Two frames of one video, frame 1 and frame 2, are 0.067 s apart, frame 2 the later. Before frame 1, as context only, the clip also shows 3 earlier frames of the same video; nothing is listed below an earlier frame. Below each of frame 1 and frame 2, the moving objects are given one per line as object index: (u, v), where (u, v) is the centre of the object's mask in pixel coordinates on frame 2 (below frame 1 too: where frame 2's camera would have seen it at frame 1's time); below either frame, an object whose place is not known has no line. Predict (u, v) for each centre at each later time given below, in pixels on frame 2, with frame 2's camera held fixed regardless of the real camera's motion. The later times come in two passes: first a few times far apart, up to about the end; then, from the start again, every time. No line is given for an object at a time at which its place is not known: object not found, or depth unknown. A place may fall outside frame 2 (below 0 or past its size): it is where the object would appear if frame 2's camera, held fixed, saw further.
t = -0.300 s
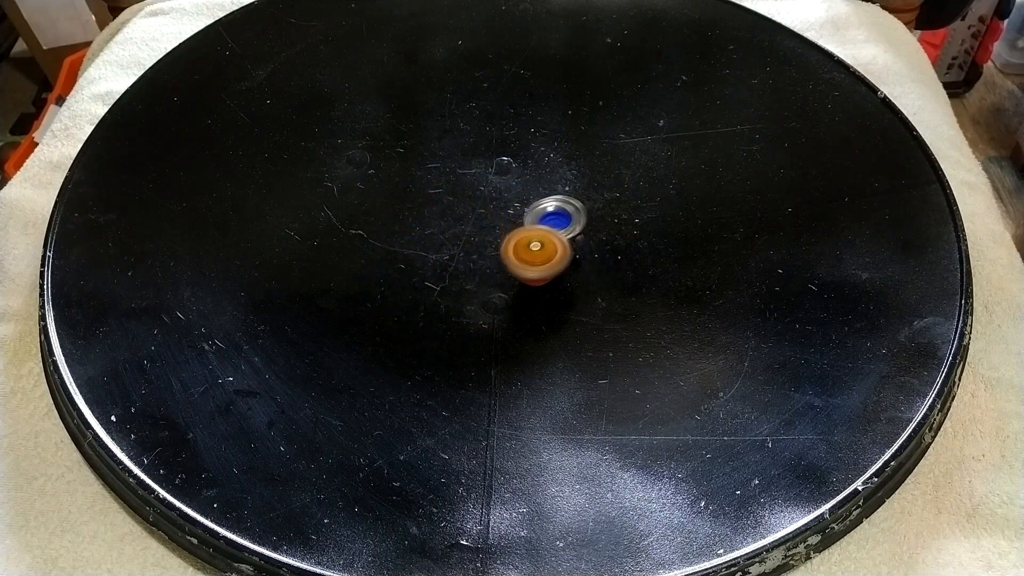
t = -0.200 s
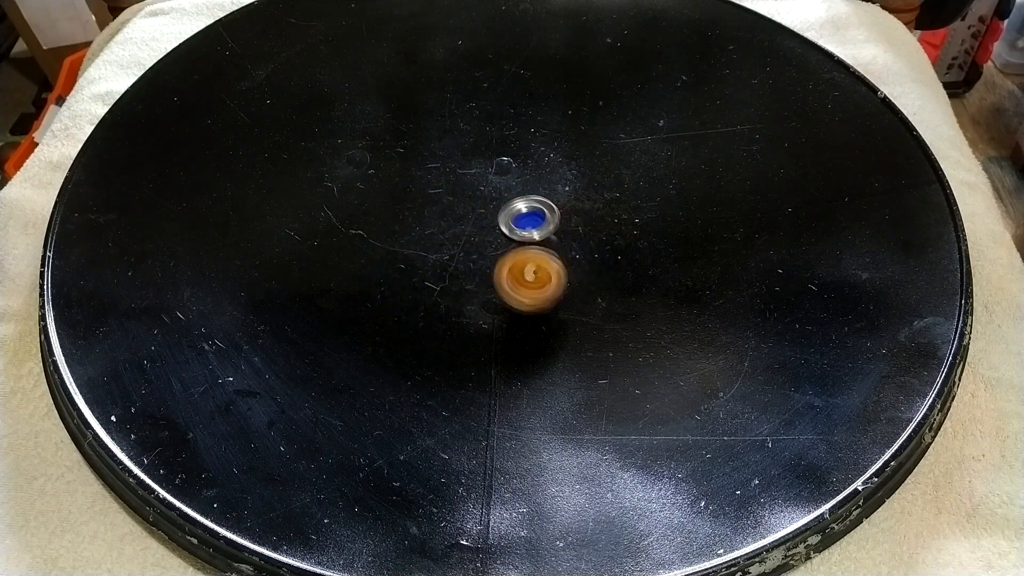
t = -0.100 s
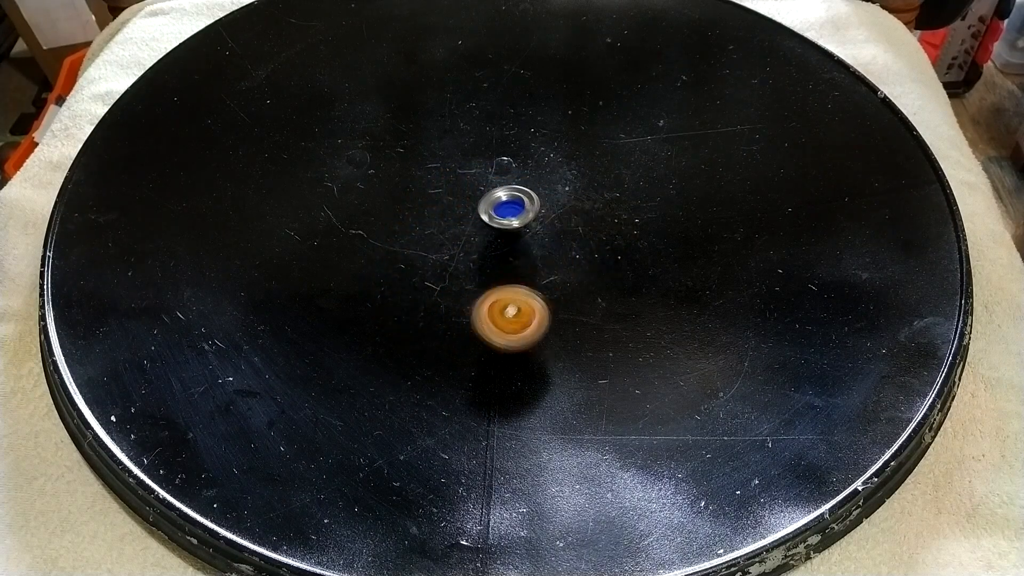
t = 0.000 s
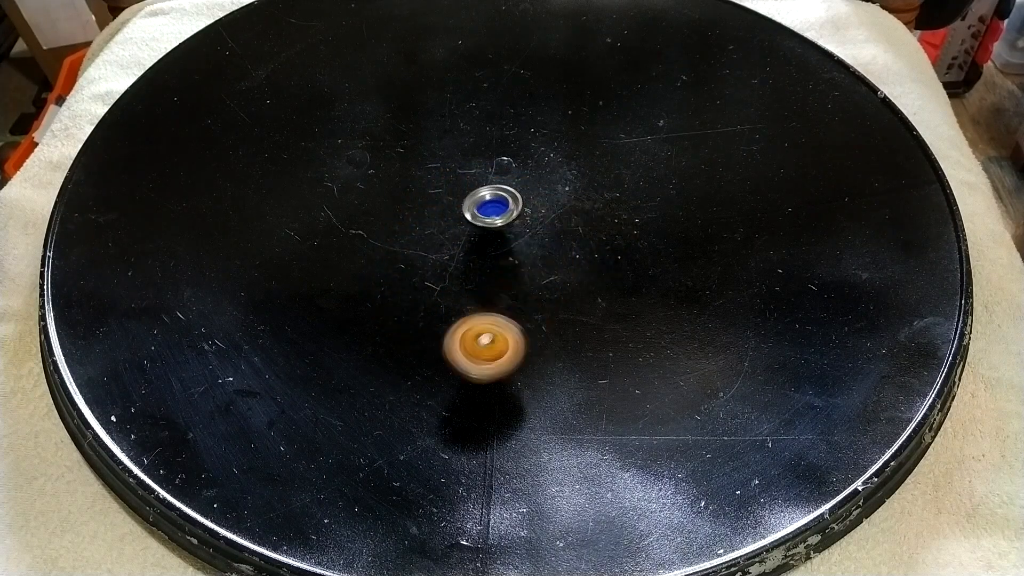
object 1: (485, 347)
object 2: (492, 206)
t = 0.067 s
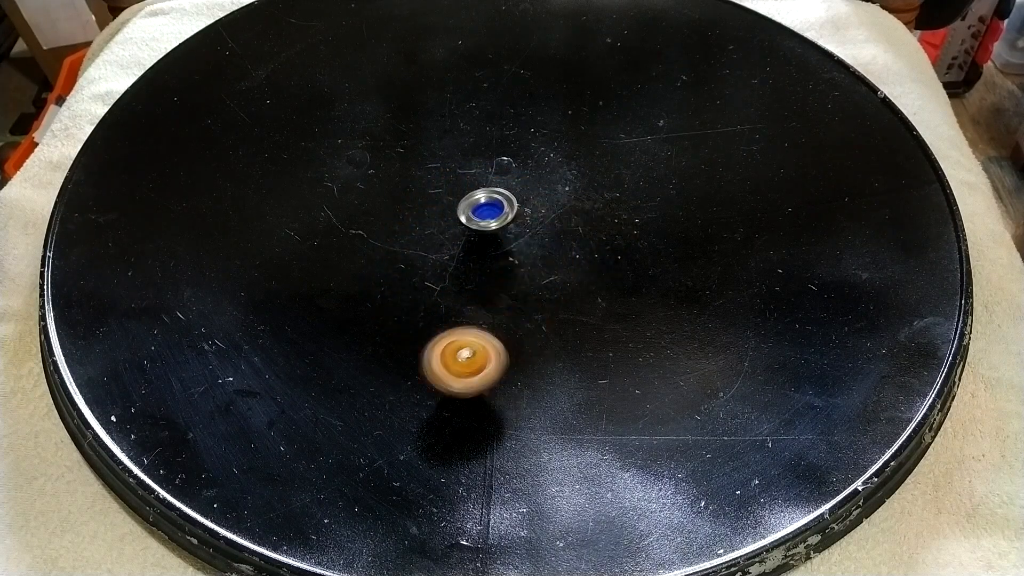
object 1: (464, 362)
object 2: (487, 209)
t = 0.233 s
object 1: (415, 377)
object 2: (480, 220)
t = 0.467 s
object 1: (379, 343)
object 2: (461, 248)
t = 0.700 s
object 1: (385, 284)
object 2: (453, 279)
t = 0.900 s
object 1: (404, 236)
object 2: (491, 293)
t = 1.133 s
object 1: (451, 190)
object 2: (514, 284)
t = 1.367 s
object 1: (505, 164)
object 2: (497, 274)
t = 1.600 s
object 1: (547, 162)
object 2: (490, 269)
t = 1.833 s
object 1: (574, 183)
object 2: (491, 267)
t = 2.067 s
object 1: (571, 226)
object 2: (492, 269)
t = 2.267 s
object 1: (547, 262)
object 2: (486, 273)
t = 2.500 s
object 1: (520, 297)
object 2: (468, 271)
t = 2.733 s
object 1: (473, 303)
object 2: (466, 258)
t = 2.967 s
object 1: (429, 300)
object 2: (477, 235)
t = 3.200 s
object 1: (398, 286)
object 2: (484, 221)
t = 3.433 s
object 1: (402, 255)
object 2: (484, 231)
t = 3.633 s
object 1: (425, 227)
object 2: (483, 243)
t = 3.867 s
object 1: (456, 197)
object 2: (478, 244)
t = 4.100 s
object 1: (490, 164)
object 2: (503, 245)
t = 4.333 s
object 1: (520, 150)
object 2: (541, 242)
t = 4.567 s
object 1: (537, 167)
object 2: (573, 222)
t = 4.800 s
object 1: (525, 180)
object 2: (567, 221)
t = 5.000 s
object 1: (499, 199)
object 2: (548, 231)
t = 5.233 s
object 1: (422, 219)
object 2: (547, 244)
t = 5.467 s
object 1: (357, 240)
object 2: (529, 244)
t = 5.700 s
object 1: (334, 267)
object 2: (519, 237)
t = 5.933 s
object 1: (361, 285)
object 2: (523, 233)
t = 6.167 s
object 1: (429, 282)
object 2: (537, 235)
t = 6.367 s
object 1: (491, 266)
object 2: (545, 235)
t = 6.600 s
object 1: (454, 322)
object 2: (582, 185)
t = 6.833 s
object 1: (442, 333)
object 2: (542, 182)
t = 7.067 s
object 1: (446, 309)
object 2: (489, 176)
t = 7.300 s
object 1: (456, 262)
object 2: (466, 202)
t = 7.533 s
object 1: (452, 238)
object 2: (486, 201)
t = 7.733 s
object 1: (446, 228)
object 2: (496, 211)
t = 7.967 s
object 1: (438, 223)
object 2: (500, 224)
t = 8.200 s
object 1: (420, 223)
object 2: (511, 234)
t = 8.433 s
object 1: (400, 227)
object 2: (514, 235)
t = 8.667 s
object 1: (410, 236)
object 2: (502, 226)
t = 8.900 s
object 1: (447, 242)
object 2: (511, 226)
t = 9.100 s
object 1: (467, 245)
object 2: (531, 228)
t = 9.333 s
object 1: (488, 243)
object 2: (540, 225)
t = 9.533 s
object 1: (481, 250)
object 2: (548, 219)
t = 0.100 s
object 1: (454, 367)
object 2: (485, 212)
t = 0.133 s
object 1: (444, 372)
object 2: (482, 215)
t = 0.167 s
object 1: (434, 375)
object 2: (480, 217)
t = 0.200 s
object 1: (424, 377)
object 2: (480, 219)
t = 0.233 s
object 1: (415, 377)
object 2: (480, 220)
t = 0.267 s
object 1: (406, 376)
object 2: (481, 224)
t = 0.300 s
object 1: (398, 373)
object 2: (480, 226)
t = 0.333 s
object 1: (391, 369)
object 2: (479, 231)
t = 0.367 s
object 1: (386, 364)
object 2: (475, 234)
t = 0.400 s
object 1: (382, 358)
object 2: (471, 239)
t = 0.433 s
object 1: (379, 351)
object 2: (466, 243)
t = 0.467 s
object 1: (379, 343)
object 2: (461, 248)
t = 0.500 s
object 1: (379, 334)
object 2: (455, 252)
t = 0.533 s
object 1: (381, 325)
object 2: (451, 257)
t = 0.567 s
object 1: (383, 316)
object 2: (446, 263)
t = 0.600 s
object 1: (387, 306)
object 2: (443, 268)
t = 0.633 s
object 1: (390, 296)
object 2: (444, 273)
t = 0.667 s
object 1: (387, 291)
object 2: (448, 276)
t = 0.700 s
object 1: (385, 284)
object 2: (453, 279)
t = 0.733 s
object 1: (386, 276)
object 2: (457, 281)
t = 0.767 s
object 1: (389, 269)
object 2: (464, 284)
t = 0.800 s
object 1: (391, 261)
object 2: (470, 288)
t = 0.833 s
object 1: (395, 253)
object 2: (476, 291)
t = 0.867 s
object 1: (399, 244)
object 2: (484, 292)
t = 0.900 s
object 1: (404, 236)
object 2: (491, 293)
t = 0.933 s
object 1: (409, 229)
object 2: (498, 292)
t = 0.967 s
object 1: (415, 222)
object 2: (503, 291)
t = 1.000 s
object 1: (422, 215)
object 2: (508, 290)
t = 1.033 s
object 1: (428, 208)
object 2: (511, 289)
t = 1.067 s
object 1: (436, 202)
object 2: (513, 287)
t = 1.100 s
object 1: (443, 196)
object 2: (514, 286)
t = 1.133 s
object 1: (451, 190)
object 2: (514, 284)
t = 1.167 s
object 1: (458, 185)
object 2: (512, 283)
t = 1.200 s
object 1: (466, 180)
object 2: (510, 282)
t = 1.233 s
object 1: (474, 176)
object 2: (508, 280)
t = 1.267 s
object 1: (482, 172)
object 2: (505, 279)
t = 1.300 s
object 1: (490, 168)
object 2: (502, 278)
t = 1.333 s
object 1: (498, 166)
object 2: (499, 276)
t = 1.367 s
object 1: (505, 164)
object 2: (497, 274)
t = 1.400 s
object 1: (512, 162)
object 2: (495, 273)
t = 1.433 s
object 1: (518, 161)
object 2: (493, 272)
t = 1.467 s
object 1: (523, 160)
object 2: (492, 272)
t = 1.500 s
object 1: (529, 159)
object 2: (491, 271)
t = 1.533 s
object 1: (535, 160)
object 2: (491, 270)
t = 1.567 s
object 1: (541, 160)
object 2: (490, 270)
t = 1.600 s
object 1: (547, 162)
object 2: (490, 269)
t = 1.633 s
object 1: (552, 163)
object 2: (490, 269)
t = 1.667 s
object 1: (557, 165)
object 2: (490, 268)
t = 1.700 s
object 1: (561, 167)
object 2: (490, 268)
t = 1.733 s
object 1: (565, 171)
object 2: (491, 268)
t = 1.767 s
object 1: (569, 174)
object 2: (491, 267)
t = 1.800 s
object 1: (572, 179)
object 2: (491, 267)
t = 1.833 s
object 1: (574, 183)
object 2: (491, 267)
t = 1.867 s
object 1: (576, 188)
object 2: (491, 267)
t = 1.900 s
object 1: (577, 194)
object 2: (491, 268)
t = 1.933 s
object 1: (578, 200)
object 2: (491, 268)
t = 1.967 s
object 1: (577, 206)
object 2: (492, 268)
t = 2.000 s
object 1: (576, 212)
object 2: (492, 268)
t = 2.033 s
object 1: (574, 219)
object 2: (492, 269)
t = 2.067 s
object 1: (571, 226)
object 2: (492, 269)
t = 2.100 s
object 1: (568, 232)
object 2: (492, 270)
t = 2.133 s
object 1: (564, 238)
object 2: (492, 270)
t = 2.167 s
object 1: (559, 244)
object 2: (491, 271)
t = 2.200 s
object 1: (555, 250)
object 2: (491, 271)
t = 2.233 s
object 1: (549, 257)
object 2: (489, 272)
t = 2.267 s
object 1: (547, 262)
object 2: (486, 273)
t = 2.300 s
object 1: (545, 267)
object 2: (482, 274)
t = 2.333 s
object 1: (542, 273)
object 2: (478, 274)
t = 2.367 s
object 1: (540, 278)
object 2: (476, 274)
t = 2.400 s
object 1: (536, 283)
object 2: (473, 274)
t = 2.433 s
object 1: (532, 288)
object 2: (471, 273)
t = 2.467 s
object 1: (526, 293)
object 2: (469, 272)
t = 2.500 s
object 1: (520, 297)
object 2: (468, 271)
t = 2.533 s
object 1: (514, 300)
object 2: (467, 269)
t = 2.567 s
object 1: (507, 303)
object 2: (466, 267)
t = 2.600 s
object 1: (500, 305)
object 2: (466, 266)
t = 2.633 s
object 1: (493, 305)
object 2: (466, 264)
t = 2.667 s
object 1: (486, 305)
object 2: (466, 262)
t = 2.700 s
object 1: (480, 304)
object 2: (466, 260)
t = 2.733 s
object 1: (473, 303)
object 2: (466, 258)
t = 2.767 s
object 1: (467, 300)
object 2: (467, 256)
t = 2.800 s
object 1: (462, 298)
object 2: (468, 254)
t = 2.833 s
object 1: (457, 294)
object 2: (470, 253)
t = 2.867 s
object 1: (450, 293)
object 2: (472, 251)
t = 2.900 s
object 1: (442, 298)
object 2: (473, 248)
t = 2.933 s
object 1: (436, 300)
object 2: (475, 242)
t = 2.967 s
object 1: (429, 300)
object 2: (477, 235)
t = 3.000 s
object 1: (423, 300)
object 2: (479, 230)
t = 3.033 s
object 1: (417, 299)
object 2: (481, 227)
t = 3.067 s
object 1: (411, 297)
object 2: (482, 224)
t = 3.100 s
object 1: (406, 295)
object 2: (482, 222)
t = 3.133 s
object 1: (403, 292)
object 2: (483, 221)
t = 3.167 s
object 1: (400, 289)
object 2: (484, 221)
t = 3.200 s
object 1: (398, 286)
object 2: (484, 221)
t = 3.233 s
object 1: (396, 283)
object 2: (484, 222)
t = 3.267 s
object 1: (395, 278)
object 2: (484, 223)
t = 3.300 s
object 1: (395, 274)
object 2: (485, 224)
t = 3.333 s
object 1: (396, 270)
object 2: (485, 226)
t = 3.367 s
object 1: (397, 265)
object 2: (485, 227)
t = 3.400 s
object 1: (399, 260)
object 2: (484, 229)
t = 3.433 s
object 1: (402, 255)
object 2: (484, 231)
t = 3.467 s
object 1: (406, 250)
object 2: (484, 233)
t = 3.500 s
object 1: (410, 245)
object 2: (483, 235)
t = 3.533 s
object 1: (415, 240)
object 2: (482, 237)
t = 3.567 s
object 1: (419, 236)
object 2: (482, 239)
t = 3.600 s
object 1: (423, 231)
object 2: (482, 241)
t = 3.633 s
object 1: (425, 227)
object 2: (483, 243)
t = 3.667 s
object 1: (428, 222)
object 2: (483, 244)
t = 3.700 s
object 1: (433, 217)
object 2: (484, 245)
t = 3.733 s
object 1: (437, 212)
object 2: (483, 246)
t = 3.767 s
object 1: (442, 208)
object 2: (483, 247)
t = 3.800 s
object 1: (446, 204)
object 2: (482, 247)
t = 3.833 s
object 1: (451, 200)
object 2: (480, 246)
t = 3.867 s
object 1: (456, 197)
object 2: (478, 244)
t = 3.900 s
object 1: (461, 194)
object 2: (477, 242)
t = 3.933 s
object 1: (466, 189)
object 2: (479, 241)
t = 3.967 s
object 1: (471, 182)
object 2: (483, 242)
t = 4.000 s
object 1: (476, 177)
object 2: (487, 244)
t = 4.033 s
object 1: (481, 172)
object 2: (491, 244)
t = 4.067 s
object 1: (486, 168)
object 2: (497, 245)
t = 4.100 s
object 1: (490, 164)
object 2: (503, 245)
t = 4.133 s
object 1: (494, 161)
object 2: (510, 245)
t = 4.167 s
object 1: (498, 157)
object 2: (516, 246)
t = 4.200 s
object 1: (502, 154)
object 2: (521, 246)
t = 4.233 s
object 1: (506, 152)
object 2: (526, 245)
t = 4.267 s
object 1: (512, 150)
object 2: (531, 244)
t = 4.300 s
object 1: (516, 150)
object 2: (536, 244)
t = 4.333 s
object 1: (520, 150)
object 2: (541, 242)
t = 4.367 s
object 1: (523, 152)
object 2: (548, 241)
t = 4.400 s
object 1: (526, 153)
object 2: (554, 240)
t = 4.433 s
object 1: (528, 155)
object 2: (559, 237)
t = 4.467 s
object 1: (531, 158)
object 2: (565, 234)
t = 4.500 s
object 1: (533, 160)
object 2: (570, 230)
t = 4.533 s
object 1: (535, 164)
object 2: (573, 227)
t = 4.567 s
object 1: (537, 167)
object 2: (573, 222)
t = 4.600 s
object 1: (539, 172)
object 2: (572, 218)
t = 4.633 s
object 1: (539, 175)
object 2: (571, 215)
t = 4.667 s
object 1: (536, 175)
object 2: (572, 215)
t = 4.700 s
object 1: (534, 175)
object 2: (572, 216)
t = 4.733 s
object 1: (531, 177)
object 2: (571, 218)
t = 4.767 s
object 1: (528, 178)
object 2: (569, 219)
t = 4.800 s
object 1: (525, 180)
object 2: (567, 221)
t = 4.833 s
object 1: (521, 182)
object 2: (564, 223)
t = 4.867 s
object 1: (518, 184)
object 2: (561, 225)
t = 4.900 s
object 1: (513, 188)
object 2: (558, 226)
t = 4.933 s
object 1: (509, 192)
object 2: (555, 228)
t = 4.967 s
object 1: (504, 196)
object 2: (551, 229)
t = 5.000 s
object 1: (499, 199)
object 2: (548, 231)
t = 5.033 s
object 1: (494, 204)
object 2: (545, 232)
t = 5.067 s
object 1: (489, 208)
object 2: (543, 233)
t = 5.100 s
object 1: (471, 210)
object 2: (546, 235)
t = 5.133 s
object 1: (456, 212)
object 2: (549, 238)
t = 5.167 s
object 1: (444, 214)
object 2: (549, 241)
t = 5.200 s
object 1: (433, 217)
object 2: (549, 243)
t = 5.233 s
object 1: (422, 219)
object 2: (547, 244)
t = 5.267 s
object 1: (411, 222)
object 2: (545, 245)
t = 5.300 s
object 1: (400, 224)
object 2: (542, 246)
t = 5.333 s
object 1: (391, 227)
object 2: (540, 246)
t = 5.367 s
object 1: (381, 230)
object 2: (537, 245)
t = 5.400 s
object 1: (372, 233)
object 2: (534, 245)
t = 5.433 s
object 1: (364, 237)
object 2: (532, 245)
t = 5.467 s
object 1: (357, 240)
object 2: (529, 244)
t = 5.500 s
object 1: (350, 244)
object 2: (527, 243)
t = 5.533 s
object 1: (346, 247)
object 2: (525, 242)
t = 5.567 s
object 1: (341, 251)
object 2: (523, 242)
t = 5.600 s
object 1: (338, 255)
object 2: (521, 241)
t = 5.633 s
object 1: (336, 260)
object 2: (520, 239)
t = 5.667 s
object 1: (336, 264)
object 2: (519, 238)
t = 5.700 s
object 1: (334, 267)
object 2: (519, 237)
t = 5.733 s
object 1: (335, 270)
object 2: (519, 236)
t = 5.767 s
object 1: (337, 272)
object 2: (519, 236)
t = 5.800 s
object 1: (341, 274)
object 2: (519, 235)
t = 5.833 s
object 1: (345, 277)
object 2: (520, 234)
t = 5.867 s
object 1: (349, 280)
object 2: (521, 234)
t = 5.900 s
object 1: (355, 282)
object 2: (522, 233)
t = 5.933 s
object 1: (361, 285)
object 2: (523, 233)
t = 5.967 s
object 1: (369, 285)
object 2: (524, 233)
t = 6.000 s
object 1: (378, 286)
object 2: (526, 233)
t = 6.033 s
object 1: (387, 286)
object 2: (529, 233)
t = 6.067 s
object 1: (396, 286)
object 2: (531, 233)
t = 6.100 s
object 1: (407, 285)
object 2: (533, 233)
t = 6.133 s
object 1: (418, 284)
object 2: (535, 234)
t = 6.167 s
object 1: (429, 282)
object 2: (537, 235)
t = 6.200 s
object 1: (440, 280)
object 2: (538, 236)
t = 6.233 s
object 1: (451, 278)
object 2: (539, 237)
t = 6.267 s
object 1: (462, 274)
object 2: (539, 238)
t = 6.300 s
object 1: (475, 270)
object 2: (539, 239)
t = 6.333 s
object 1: (486, 266)
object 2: (540, 239)
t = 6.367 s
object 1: (491, 266)
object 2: (545, 235)
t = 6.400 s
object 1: (482, 280)
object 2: (557, 223)
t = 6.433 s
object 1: (475, 292)
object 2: (568, 213)
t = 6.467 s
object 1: (468, 301)
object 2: (576, 204)
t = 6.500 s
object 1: (465, 307)
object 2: (581, 196)
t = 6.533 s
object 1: (460, 313)
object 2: (584, 190)
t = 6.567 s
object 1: (456, 318)
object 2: (583, 186)
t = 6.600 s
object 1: (454, 322)
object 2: (582, 185)
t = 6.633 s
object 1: (450, 326)
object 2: (578, 185)
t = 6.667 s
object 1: (448, 328)
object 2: (573, 184)
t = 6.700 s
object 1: (446, 331)
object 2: (567, 183)
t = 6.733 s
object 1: (444, 333)
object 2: (562, 182)
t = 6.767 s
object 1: (443, 333)
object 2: (556, 181)
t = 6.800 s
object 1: (443, 333)
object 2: (549, 182)
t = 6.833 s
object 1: (442, 333)
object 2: (542, 182)
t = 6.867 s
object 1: (441, 331)
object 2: (536, 180)
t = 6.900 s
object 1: (441, 329)
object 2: (529, 178)
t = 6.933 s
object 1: (442, 326)
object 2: (521, 177)
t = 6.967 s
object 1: (443, 323)
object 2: (513, 176)
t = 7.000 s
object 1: (443, 319)
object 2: (505, 177)
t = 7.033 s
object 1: (445, 314)
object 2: (496, 177)
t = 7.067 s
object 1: (446, 309)
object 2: (489, 176)
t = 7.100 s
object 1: (448, 303)
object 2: (482, 177)
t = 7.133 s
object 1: (449, 297)
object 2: (476, 180)
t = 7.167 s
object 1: (450, 290)
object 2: (471, 184)
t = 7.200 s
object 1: (452, 283)
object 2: (469, 189)
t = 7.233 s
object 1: (454, 277)
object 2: (468, 193)
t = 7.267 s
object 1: (455, 269)
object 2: (468, 197)
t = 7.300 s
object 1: (456, 262)
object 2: (466, 202)
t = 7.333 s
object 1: (457, 255)
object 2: (467, 204)
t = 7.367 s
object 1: (458, 247)
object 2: (469, 204)
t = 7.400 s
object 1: (458, 242)
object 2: (472, 203)
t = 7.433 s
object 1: (456, 243)
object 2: (476, 202)
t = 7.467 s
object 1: (455, 242)
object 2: (479, 201)
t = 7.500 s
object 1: (454, 240)
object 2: (482, 201)
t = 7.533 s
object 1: (452, 238)
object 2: (486, 201)
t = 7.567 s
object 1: (451, 237)
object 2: (488, 202)
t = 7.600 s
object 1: (449, 235)
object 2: (491, 204)
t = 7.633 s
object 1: (448, 234)
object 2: (493, 205)
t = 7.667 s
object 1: (447, 232)
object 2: (494, 207)
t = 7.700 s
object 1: (446, 230)
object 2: (495, 209)
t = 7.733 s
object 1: (446, 228)
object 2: (496, 211)
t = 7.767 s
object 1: (444, 227)
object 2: (498, 213)
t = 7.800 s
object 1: (443, 226)
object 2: (499, 215)
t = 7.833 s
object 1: (441, 225)
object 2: (500, 217)
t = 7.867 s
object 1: (440, 224)
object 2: (500, 219)
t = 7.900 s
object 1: (440, 224)
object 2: (501, 221)
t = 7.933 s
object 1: (438, 223)
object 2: (500, 222)
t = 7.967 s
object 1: (438, 223)
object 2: (500, 224)
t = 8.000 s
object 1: (438, 223)
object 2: (500, 226)
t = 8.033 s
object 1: (439, 223)
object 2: (499, 228)
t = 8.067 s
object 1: (439, 223)
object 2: (498, 229)
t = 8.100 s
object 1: (439, 223)
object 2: (496, 230)
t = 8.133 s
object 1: (431, 223)
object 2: (500, 231)
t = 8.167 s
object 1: (424, 223)
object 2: (506, 232)
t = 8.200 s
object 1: (420, 223)
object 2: (511, 234)
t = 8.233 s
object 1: (415, 223)
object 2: (514, 235)
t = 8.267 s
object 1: (411, 224)
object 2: (516, 236)
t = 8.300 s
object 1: (408, 224)
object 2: (517, 236)
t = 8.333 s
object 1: (404, 225)
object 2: (518, 236)
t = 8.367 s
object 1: (402, 226)
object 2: (517, 236)
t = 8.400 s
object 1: (401, 227)
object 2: (516, 236)
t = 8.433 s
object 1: (400, 227)
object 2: (514, 235)
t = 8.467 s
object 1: (400, 229)
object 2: (513, 234)
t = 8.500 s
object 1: (400, 230)
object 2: (511, 233)
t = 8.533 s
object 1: (401, 231)
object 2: (509, 232)
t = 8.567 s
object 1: (402, 232)
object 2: (507, 230)
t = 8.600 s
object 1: (405, 234)
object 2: (505, 229)
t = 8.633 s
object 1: (407, 235)
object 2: (504, 227)
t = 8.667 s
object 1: (410, 236)
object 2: (502, 226)
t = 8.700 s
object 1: (414, 238)
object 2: (501, 225)
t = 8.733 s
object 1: (418, 239)
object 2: (501, 223)
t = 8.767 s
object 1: (423, 240)
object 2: (502, 222)
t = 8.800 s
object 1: (428, 240)
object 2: (505, 221)
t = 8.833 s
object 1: (434, 241)
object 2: (508, 221)
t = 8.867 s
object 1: (441, 242)
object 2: (510, 224)
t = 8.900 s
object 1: (447, 242)
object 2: (511, 226)
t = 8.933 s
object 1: (454, 241)
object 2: (513, 228)
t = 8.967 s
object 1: (460, 242)
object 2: (515, 230)
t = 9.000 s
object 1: (460, 243)
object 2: (519, 230)
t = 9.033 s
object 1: (461, 244)
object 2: (523, 229)
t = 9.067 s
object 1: (464, 244)
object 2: (528, 228)
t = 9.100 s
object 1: (467, 245)
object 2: (531, 228)
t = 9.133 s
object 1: (470, 245)
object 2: (533, 227)
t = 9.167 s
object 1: (472, 245)
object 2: (535, 227)
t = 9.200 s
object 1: (475, 245)
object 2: (537, 227)
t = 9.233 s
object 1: (479, 245)
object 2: (537, 227)
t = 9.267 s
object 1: (482, 244)
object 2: (539, 226)
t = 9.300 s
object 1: (485, 244)
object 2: (540, 226)
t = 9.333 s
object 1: (488, 243)
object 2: (540, 225)
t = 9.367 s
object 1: (486, 244)
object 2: (541, 224)
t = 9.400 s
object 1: (484, 246)
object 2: (543, 222)
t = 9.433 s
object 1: (484, 247)
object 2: (546, 221)
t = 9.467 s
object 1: (482, 247)
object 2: (547, 220)
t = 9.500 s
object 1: (481, 249)
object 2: (548, 219)
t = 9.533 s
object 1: (481, 250)
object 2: (548, 219)
